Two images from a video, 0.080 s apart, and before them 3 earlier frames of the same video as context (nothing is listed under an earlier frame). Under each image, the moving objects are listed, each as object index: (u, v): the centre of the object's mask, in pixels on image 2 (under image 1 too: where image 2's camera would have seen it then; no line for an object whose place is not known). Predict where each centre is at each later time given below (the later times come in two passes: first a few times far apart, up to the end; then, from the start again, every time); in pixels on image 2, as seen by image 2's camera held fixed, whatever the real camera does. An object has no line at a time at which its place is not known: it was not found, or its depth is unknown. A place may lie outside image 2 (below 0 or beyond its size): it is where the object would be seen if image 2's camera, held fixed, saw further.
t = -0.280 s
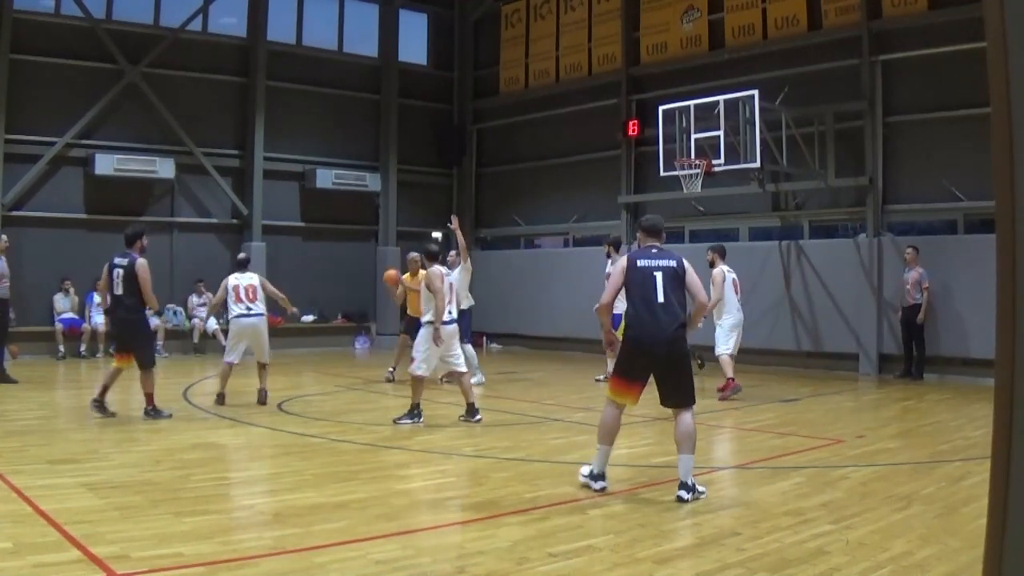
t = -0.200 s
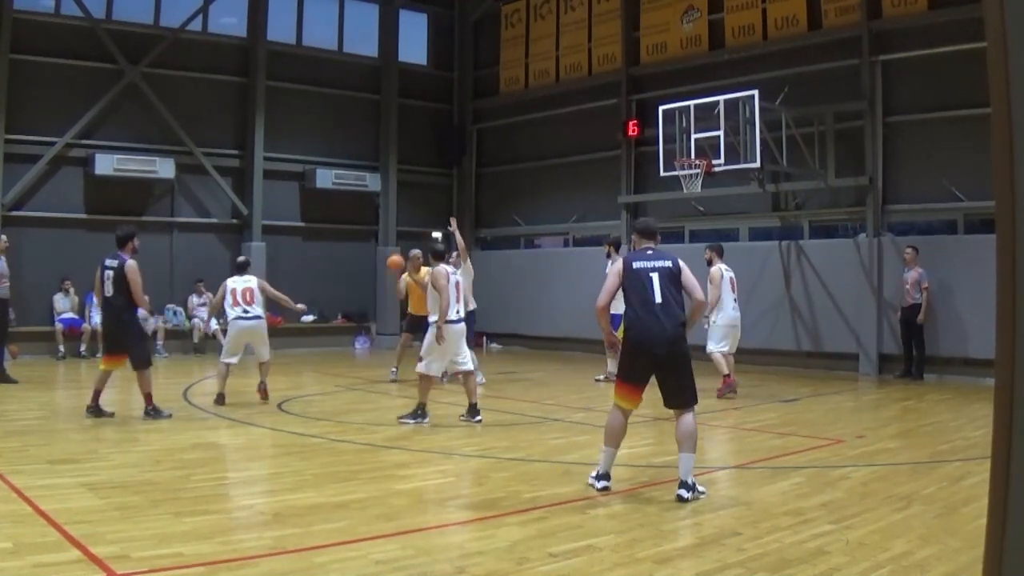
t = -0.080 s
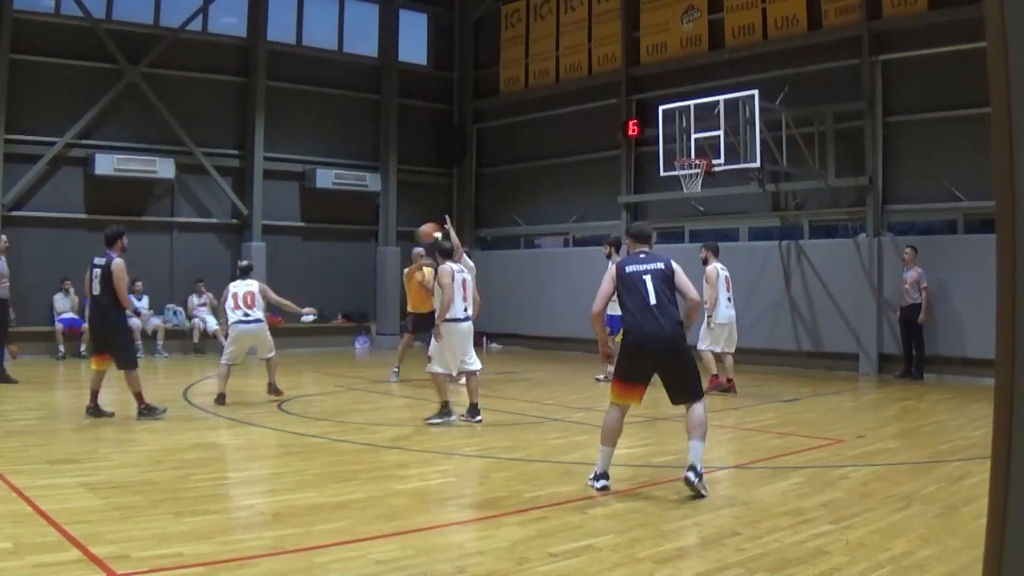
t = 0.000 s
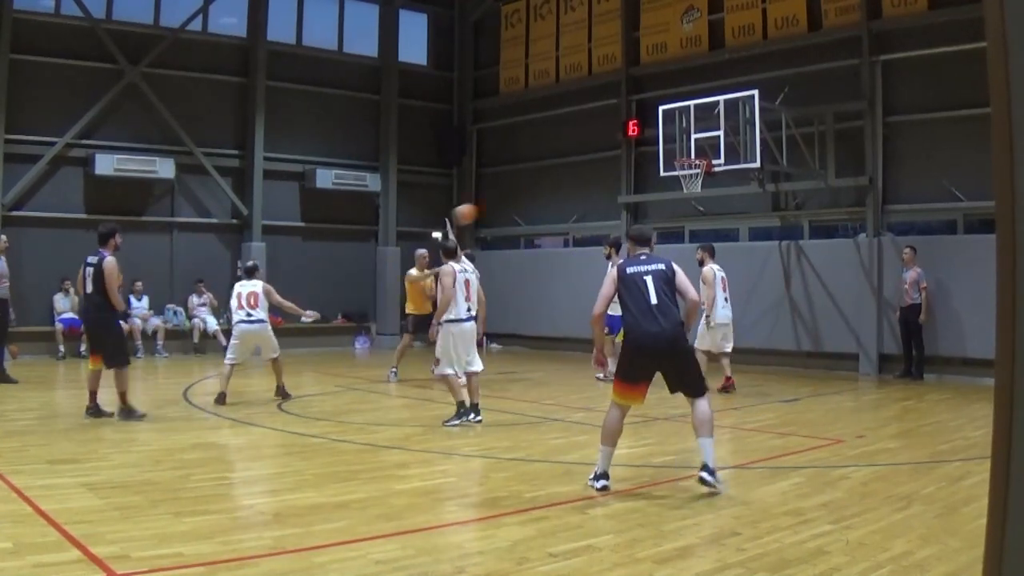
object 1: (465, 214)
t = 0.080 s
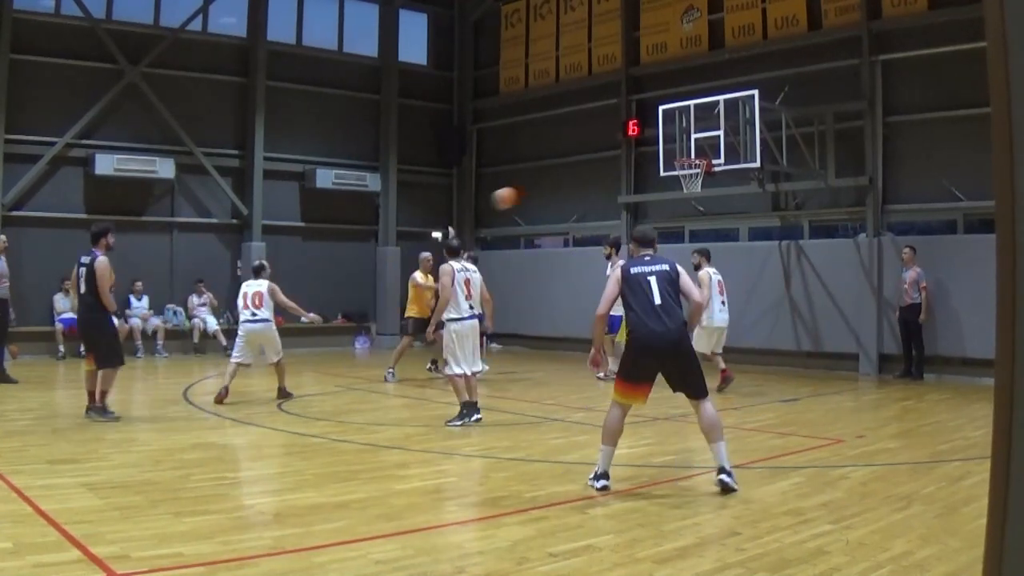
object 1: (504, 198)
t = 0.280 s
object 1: (617, 178)
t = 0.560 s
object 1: (818, 211)
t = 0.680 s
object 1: (922, 254)
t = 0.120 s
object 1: (525, 192)
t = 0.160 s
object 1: (546, 187)
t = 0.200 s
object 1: (570, 183)
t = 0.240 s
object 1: (594, 179)
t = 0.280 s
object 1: (617, 178)
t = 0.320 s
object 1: (643, 177)
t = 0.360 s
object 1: (668, 179)
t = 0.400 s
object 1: (702, 181)
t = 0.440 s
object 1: (727, 185)
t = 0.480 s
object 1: (758, 192)
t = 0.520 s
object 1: (786, 200)
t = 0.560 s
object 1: (818, 211)
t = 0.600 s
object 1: (851, 223)
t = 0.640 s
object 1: (886, 238)
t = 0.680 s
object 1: (922, 254)
